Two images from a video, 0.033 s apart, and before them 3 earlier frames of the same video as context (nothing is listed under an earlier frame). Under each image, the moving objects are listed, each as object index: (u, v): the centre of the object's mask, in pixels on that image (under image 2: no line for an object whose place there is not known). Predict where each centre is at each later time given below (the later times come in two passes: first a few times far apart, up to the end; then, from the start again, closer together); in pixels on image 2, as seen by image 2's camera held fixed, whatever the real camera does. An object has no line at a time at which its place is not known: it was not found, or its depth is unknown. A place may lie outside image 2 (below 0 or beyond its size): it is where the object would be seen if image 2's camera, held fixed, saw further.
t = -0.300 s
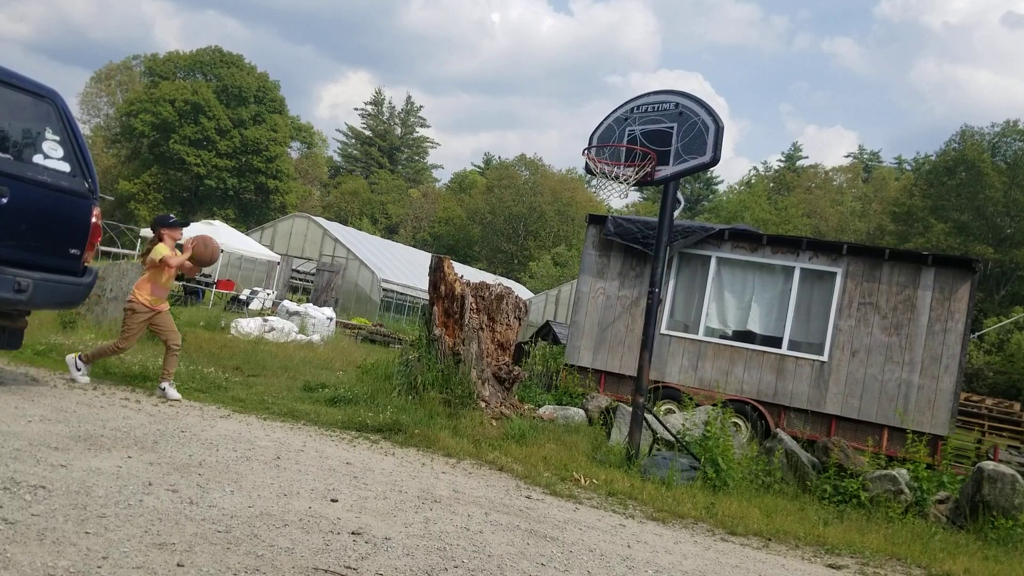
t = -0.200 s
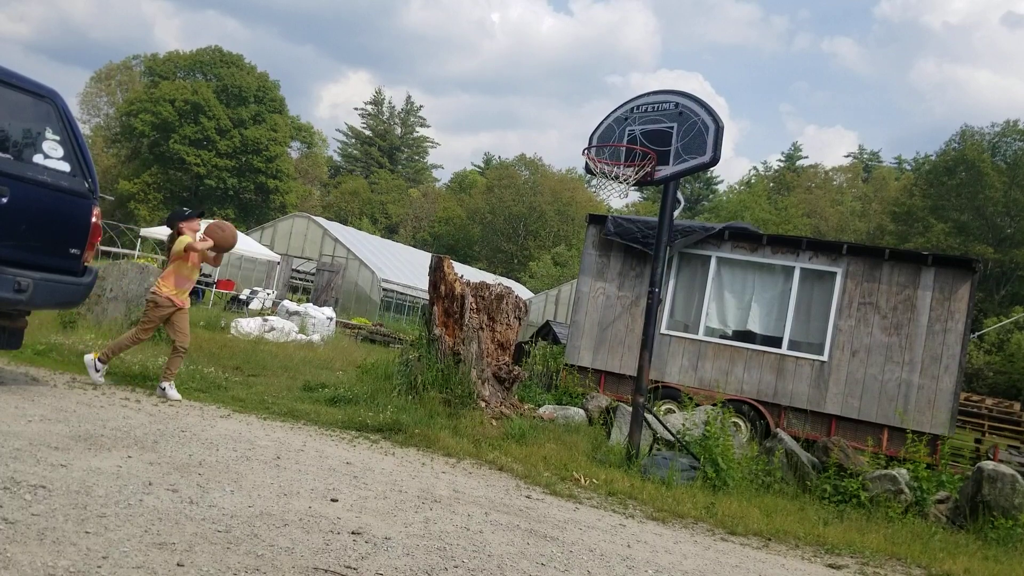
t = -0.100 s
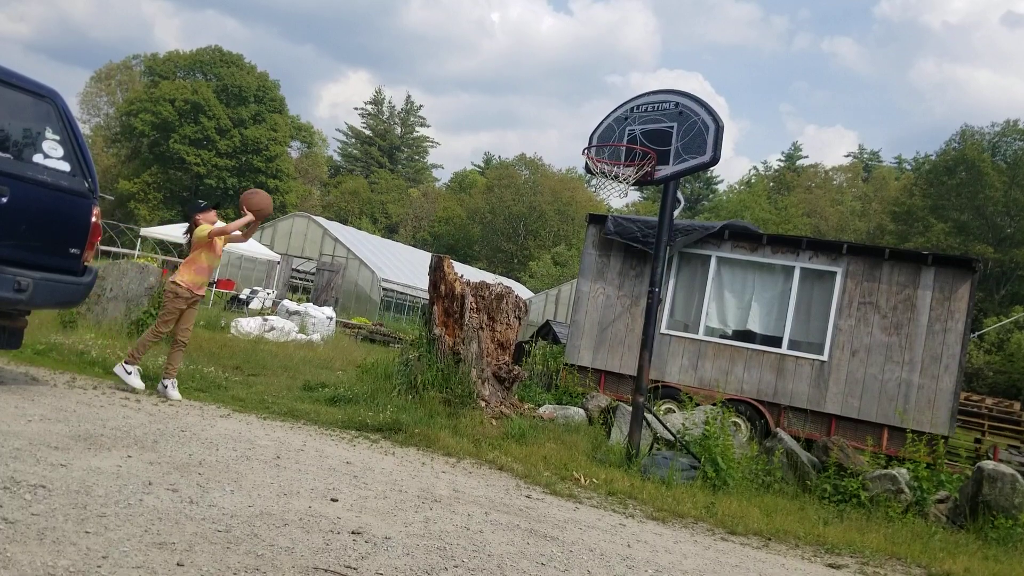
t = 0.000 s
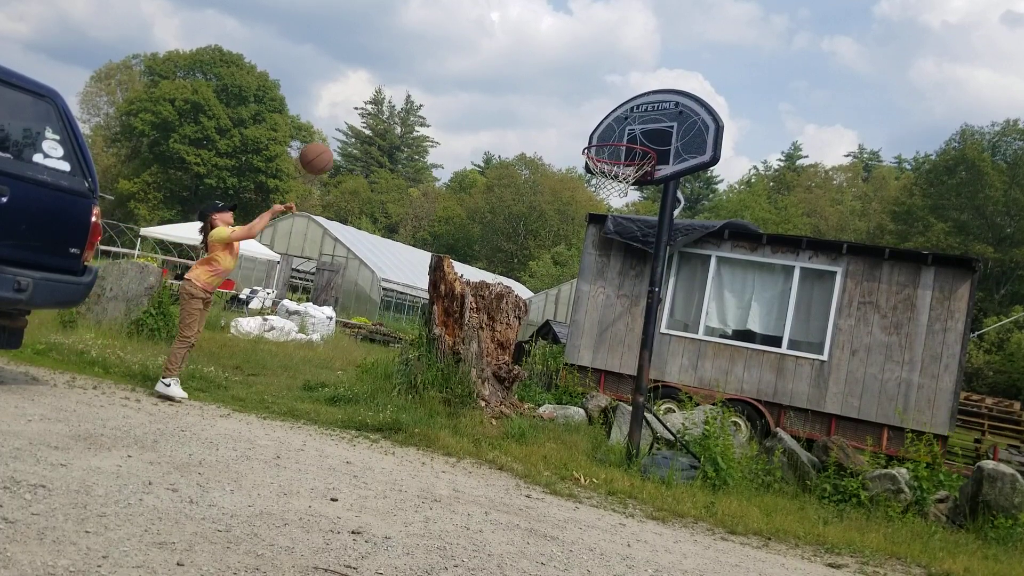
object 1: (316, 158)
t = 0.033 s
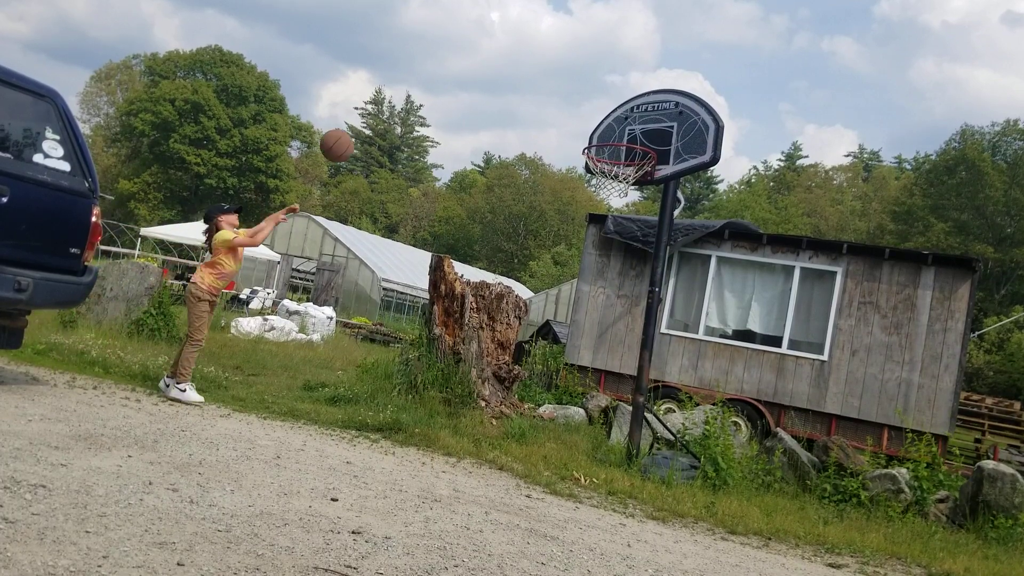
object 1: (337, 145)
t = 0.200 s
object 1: (432, 105)
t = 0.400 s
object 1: (535, 105)
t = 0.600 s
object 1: (621, 147)
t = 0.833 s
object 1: (605, 134)
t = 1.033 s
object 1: (619, 186)
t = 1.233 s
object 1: (625, 278)
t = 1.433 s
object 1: (622, 429)
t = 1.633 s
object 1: (657, 403)
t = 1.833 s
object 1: (699, 363)
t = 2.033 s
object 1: (729, 380)
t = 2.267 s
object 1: (753, 477)
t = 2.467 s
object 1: (797, 466)
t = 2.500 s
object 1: (805, 463)
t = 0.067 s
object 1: (356, 134)
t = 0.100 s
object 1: (376, 125)
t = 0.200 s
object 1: (432, 105)
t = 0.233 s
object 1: (449, 101)
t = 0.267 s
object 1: (467, 99)
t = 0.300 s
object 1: (484, 98)
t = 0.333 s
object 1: (502, 99)
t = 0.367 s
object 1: (518, 101)
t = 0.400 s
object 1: (535, 105)
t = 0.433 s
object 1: (551, 110)
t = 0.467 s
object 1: (566, 117)
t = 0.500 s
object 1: (582, 126)
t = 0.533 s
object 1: (597, 133)
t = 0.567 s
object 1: (612, 147)
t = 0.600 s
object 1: (621, 147)
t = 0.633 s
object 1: (621, 136)
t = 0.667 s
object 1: (620, 133)
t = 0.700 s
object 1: (617, 132)
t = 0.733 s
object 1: (615, 131)
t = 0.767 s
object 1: (612, 132)
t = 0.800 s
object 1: (608, 133)
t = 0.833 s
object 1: (605, 134)
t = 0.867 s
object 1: (600, 137)
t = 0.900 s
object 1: (605, 151)
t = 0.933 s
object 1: (609, 157)
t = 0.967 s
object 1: (613, 166)
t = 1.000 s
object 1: (616, 177)
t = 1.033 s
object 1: (619, 186)
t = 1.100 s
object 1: (623, 211)
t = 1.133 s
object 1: (624, 225)
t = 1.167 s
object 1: (625, 241)
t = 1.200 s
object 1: (625, 259)
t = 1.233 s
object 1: (625, 278)
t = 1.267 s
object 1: (624, 299)
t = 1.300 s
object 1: (624, 322)
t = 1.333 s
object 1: (624, 346)
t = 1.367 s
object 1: (624, 371)
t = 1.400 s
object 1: (623, 399)
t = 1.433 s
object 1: (622, 429)
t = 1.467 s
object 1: (621, 459)
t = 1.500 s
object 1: (625, 461)
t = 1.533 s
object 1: (634, 445)
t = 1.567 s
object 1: (642, 429)
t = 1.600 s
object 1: (650, 416)
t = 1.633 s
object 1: (657, 403)
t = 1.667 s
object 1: (666, 393)
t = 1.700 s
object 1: (673, 383)
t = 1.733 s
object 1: (680, 376)
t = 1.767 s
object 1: (686, 369)
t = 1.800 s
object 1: (692, 366)
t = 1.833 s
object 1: (699, 363)
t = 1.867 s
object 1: (704, 361)
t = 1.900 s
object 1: (710, 362)
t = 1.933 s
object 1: (715, 364)
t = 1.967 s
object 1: (720, 368)
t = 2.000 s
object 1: (725, 373)
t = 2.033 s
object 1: (729, 380)
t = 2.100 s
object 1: (737, 399)
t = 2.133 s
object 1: (741, 411)
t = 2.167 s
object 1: (744, 424)
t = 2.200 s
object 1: (747, 440)
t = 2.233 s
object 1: (750, 457)
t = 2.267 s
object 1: (753, 477)
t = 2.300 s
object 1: (755, 495)
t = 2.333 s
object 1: (762, 494)
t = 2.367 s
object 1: (771, 486)
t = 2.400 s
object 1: (780, 478)
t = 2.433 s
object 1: (789, 471)
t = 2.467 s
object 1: (797, 466)
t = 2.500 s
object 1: (805, 463)
